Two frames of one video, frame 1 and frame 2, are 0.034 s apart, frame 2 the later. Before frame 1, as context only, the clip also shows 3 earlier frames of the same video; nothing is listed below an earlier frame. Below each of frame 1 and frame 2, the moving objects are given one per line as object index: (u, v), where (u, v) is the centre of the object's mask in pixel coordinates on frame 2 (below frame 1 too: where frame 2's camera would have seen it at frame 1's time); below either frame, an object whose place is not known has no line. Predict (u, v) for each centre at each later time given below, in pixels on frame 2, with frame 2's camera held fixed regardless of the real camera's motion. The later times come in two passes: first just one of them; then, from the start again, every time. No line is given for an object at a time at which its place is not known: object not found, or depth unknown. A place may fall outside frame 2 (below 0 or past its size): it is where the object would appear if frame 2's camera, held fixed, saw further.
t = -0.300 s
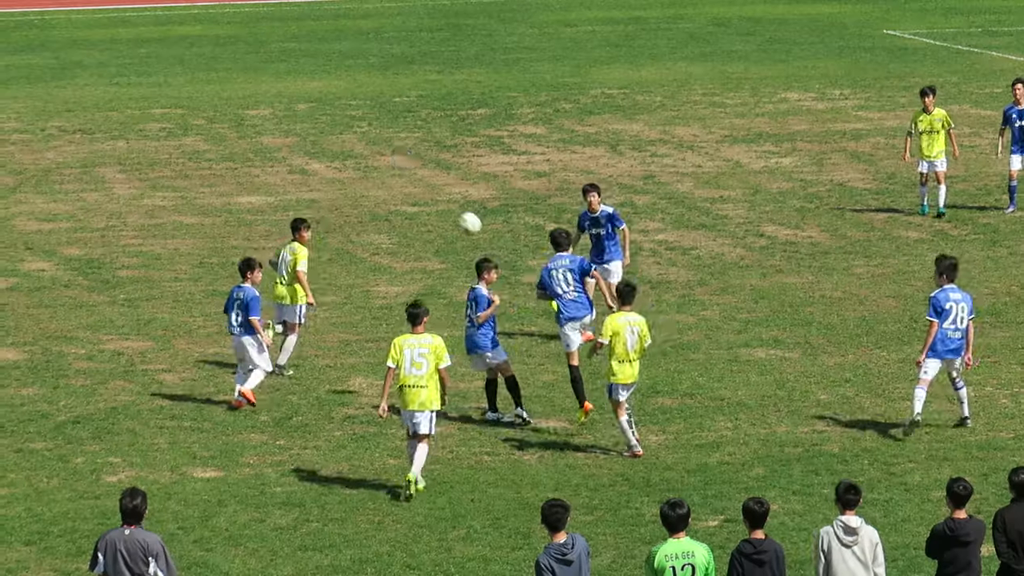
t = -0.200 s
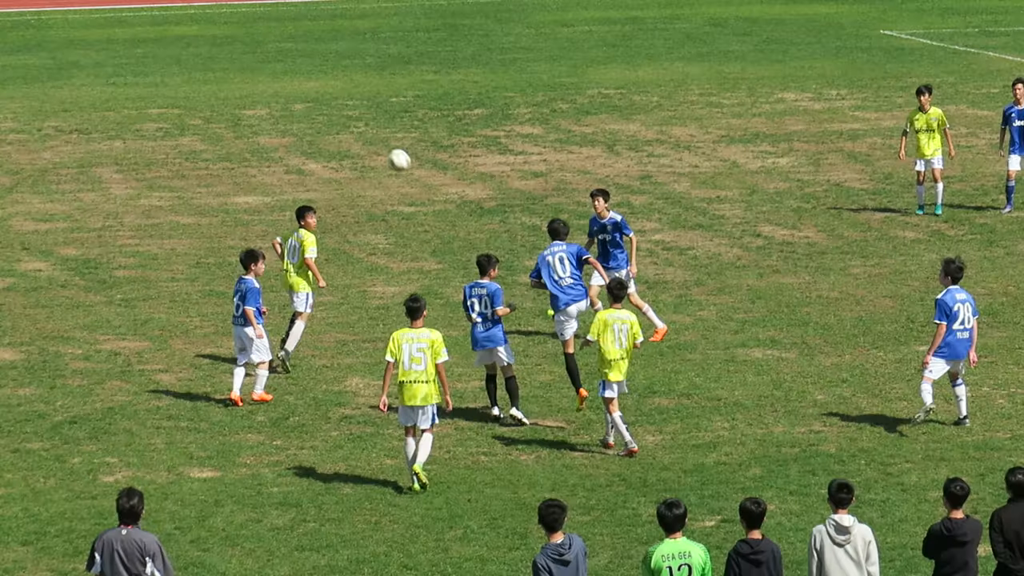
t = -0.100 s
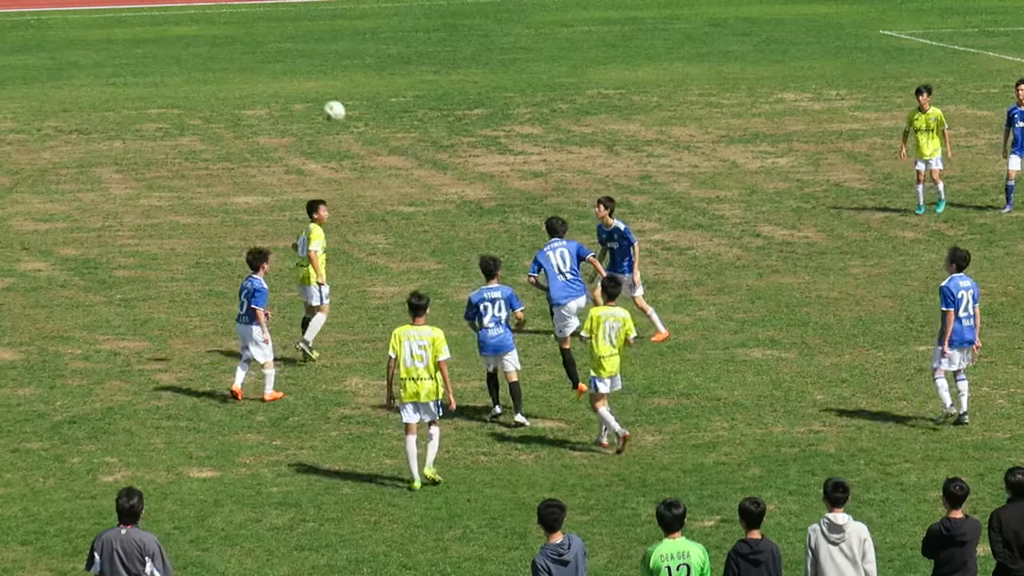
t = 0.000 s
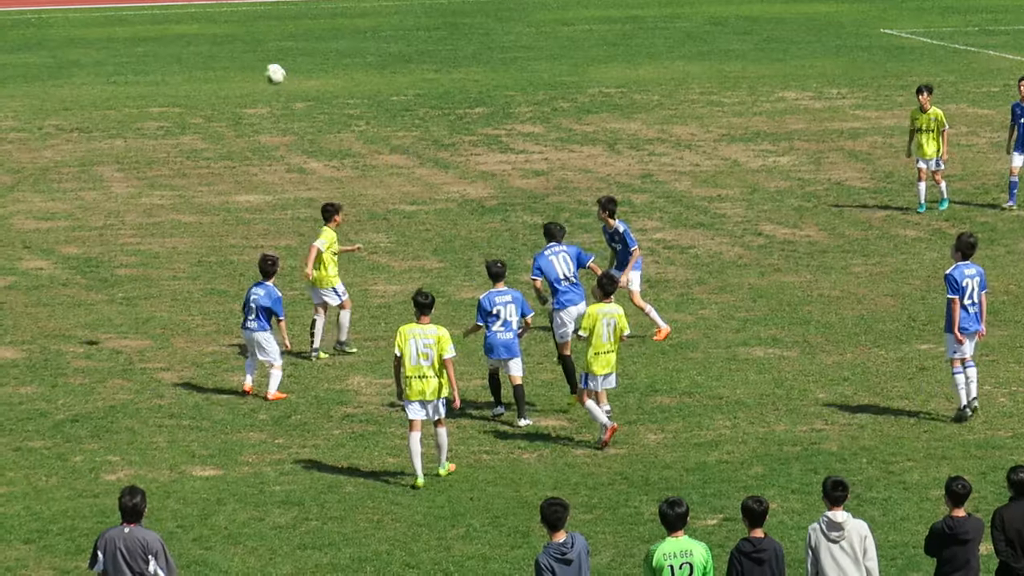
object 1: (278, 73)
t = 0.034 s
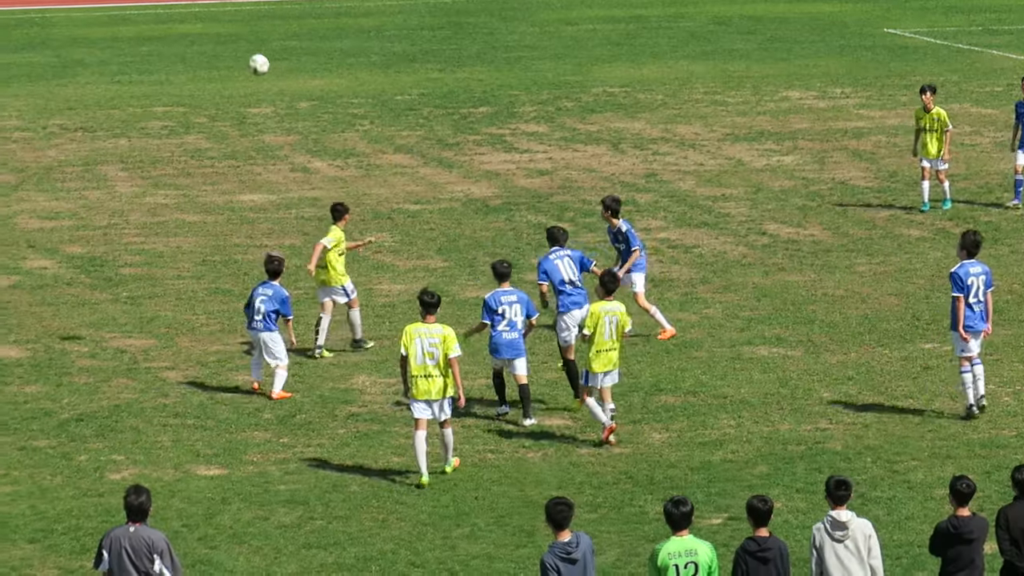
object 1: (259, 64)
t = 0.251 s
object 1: (147, 36)
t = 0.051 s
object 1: (250, 60)
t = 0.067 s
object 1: (241, 56)
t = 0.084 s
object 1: (232, 53)
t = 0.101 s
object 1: (223, 50)
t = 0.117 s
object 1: (214, 47)
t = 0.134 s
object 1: (206, 44)
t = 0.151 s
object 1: (197, 42)
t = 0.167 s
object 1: (189, 40)
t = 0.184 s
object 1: (181, 39)
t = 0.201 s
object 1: (172, 37)
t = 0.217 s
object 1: (164, 37)
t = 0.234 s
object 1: (155, 36)
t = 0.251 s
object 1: (147, 36)
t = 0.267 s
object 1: (138, 36)
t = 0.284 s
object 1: (130, 36)
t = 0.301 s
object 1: (122, 37)
